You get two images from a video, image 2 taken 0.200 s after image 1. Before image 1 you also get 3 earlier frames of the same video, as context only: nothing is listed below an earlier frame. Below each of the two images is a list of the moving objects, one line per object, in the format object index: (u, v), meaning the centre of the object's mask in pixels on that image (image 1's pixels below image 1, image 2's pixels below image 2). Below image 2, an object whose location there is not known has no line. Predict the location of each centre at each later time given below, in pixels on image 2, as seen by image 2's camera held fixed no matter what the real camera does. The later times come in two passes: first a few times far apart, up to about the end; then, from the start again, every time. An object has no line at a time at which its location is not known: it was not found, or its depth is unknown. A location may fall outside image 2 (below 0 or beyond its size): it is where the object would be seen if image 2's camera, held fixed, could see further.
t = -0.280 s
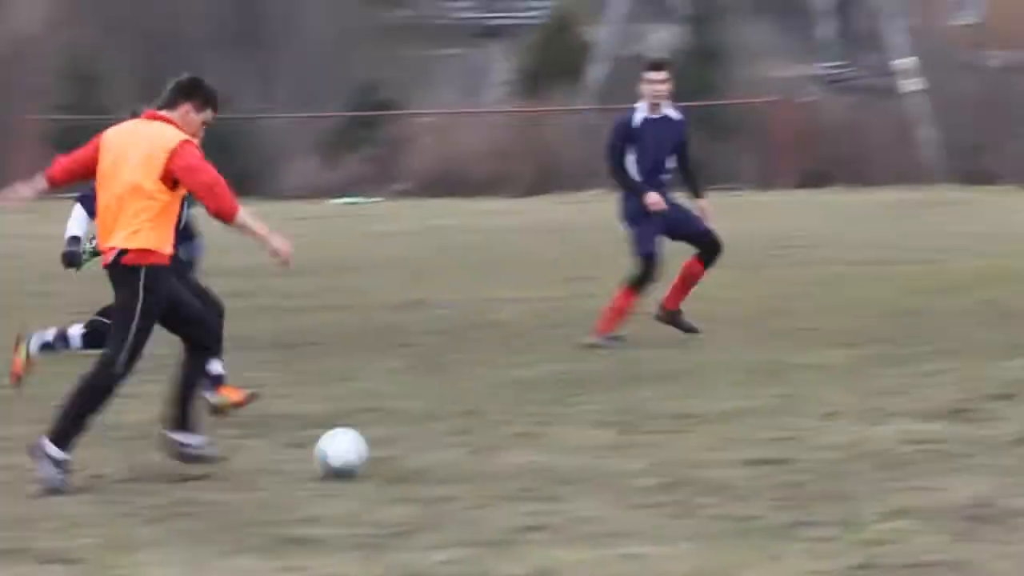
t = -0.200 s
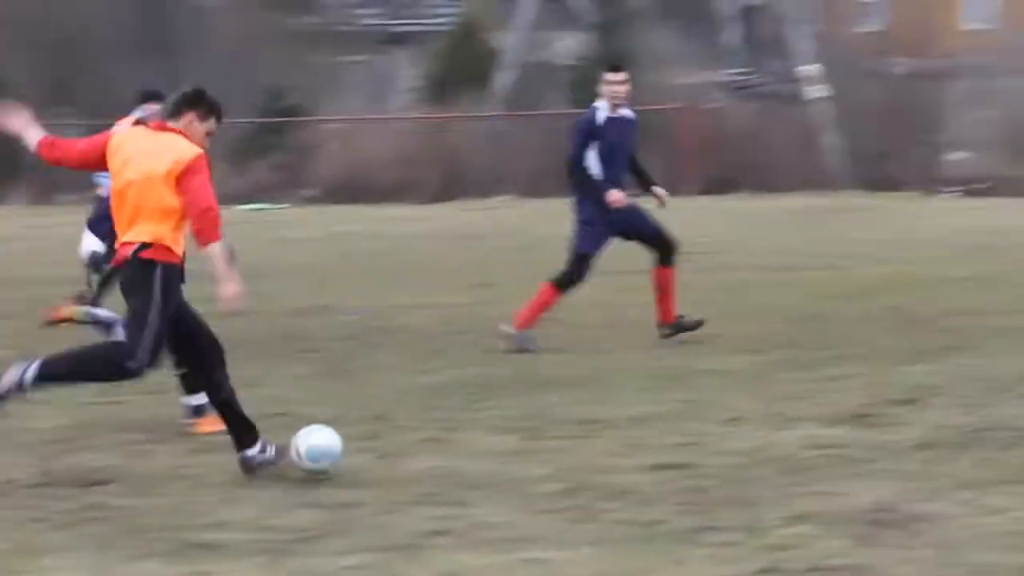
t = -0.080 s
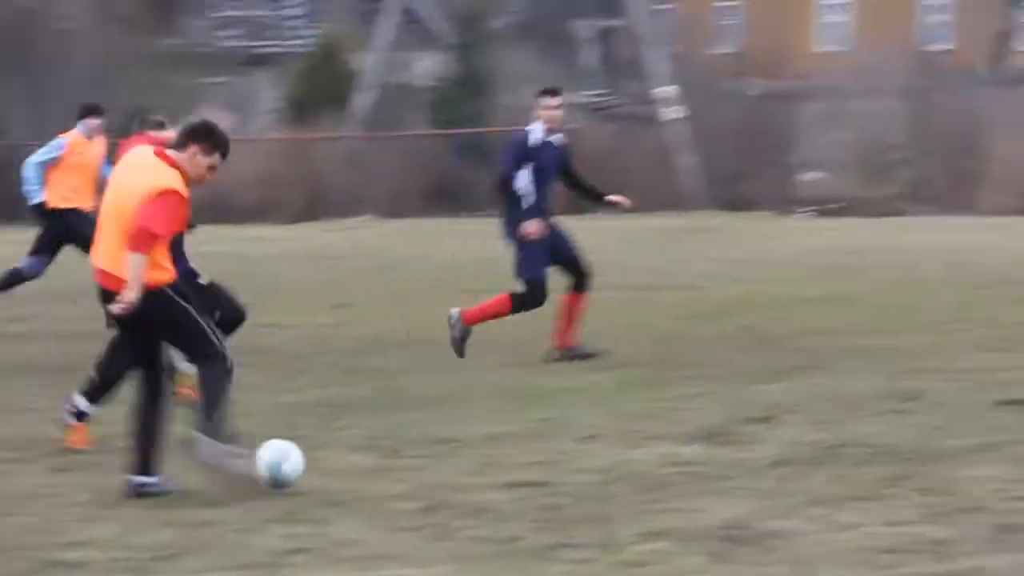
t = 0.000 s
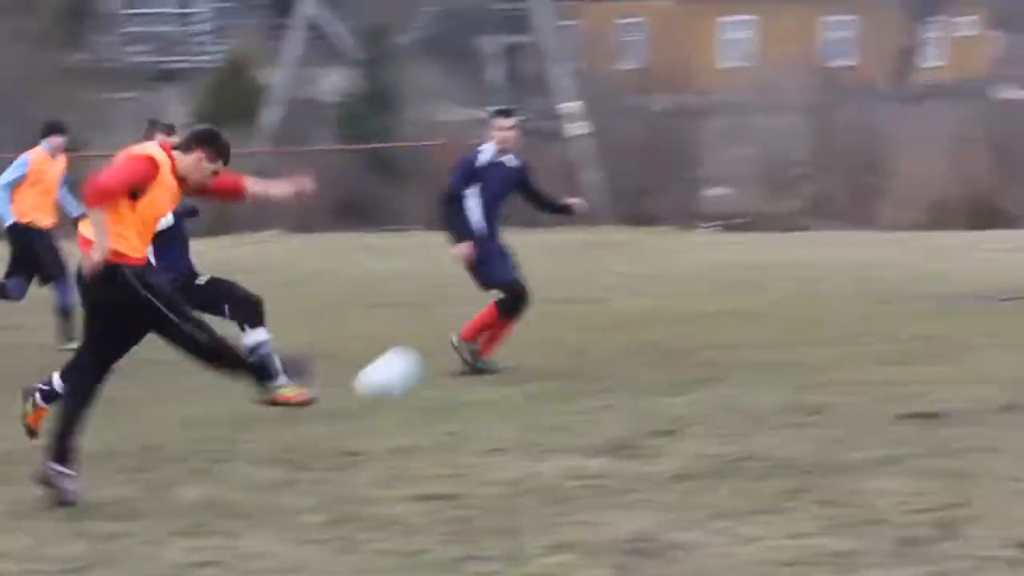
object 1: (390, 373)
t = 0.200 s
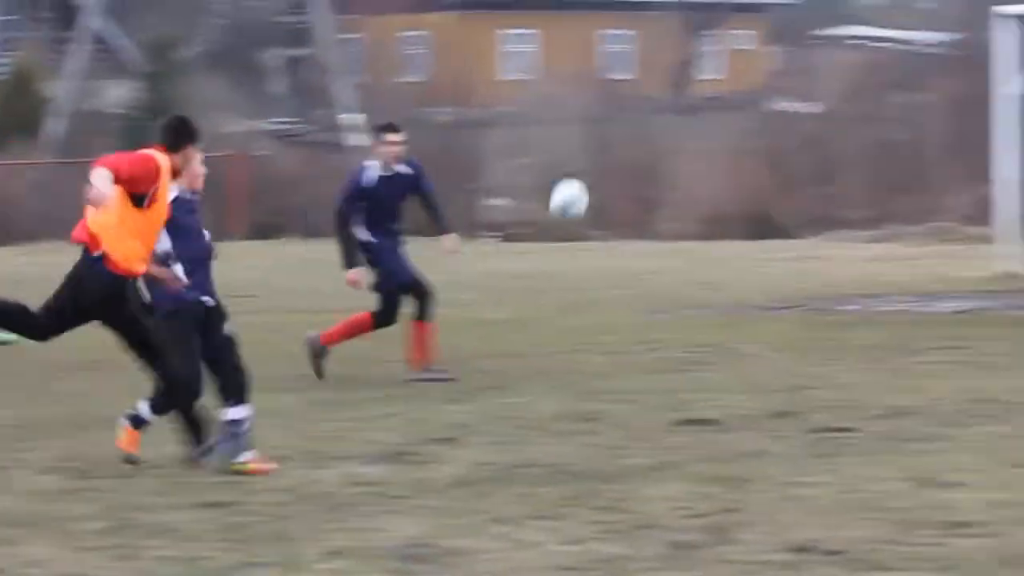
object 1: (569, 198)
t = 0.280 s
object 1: (675, 156)
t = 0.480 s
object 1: (860, 104)
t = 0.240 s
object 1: (625, 177)
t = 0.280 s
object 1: (675, 156)
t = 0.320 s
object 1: (718, 140)
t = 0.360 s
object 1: (758, 127)
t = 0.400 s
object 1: (795, 117)
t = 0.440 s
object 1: (827, 109)
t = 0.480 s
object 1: (860, 104)
